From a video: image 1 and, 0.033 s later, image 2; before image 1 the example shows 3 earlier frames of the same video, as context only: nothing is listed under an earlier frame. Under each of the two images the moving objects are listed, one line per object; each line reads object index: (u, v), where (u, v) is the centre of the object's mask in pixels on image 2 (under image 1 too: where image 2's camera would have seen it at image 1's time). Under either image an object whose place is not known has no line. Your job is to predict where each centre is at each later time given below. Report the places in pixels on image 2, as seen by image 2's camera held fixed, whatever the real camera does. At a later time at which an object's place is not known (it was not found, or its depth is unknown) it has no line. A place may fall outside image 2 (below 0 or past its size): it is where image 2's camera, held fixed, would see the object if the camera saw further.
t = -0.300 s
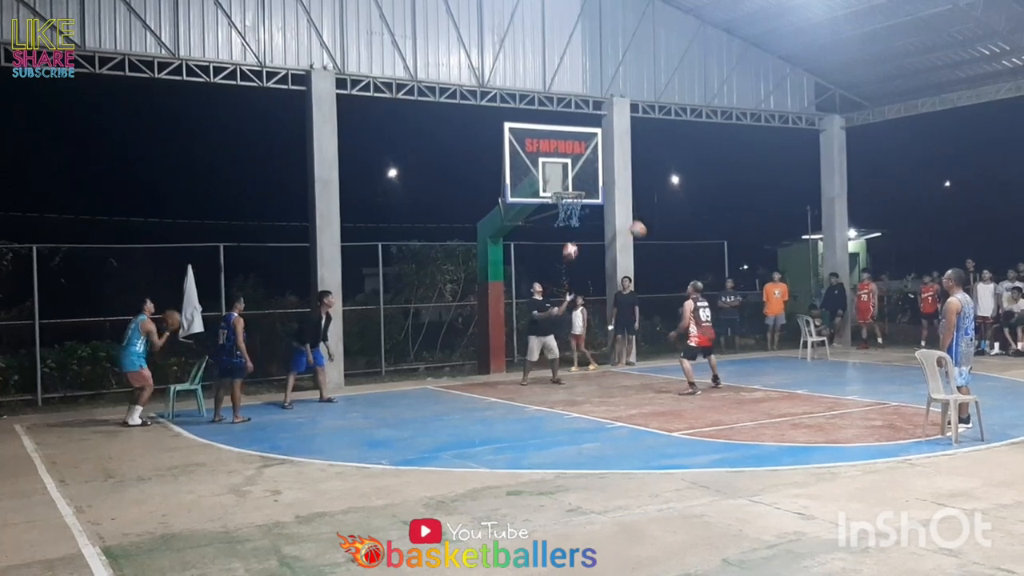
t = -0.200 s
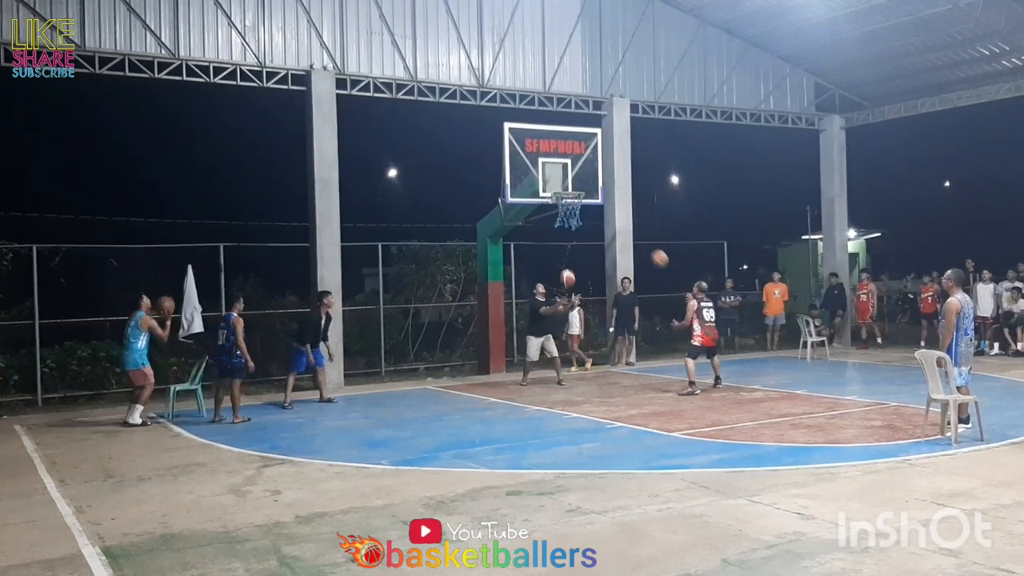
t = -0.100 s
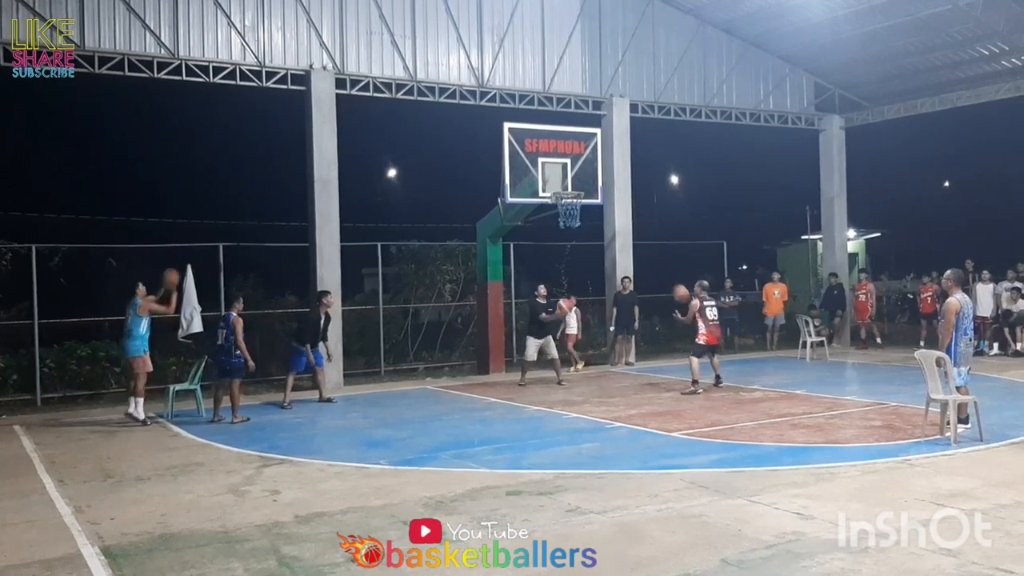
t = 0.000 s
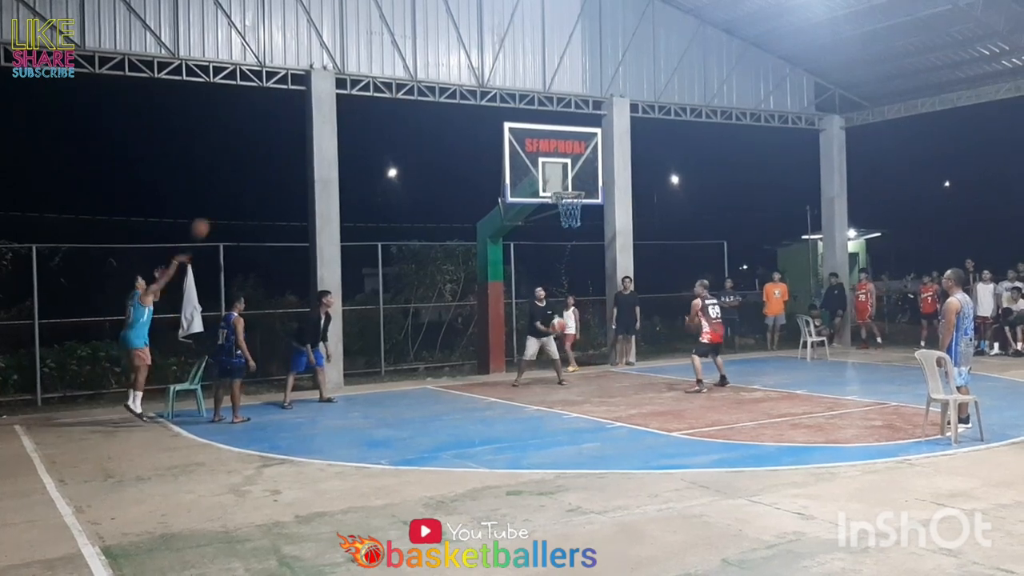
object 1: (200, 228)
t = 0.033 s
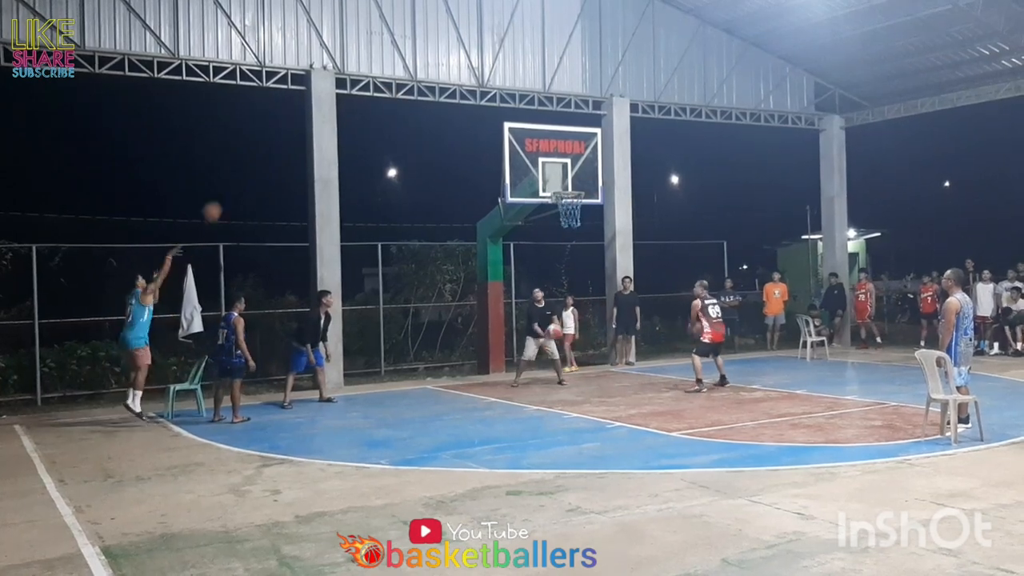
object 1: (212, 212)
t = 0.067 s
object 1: (224, 198)
